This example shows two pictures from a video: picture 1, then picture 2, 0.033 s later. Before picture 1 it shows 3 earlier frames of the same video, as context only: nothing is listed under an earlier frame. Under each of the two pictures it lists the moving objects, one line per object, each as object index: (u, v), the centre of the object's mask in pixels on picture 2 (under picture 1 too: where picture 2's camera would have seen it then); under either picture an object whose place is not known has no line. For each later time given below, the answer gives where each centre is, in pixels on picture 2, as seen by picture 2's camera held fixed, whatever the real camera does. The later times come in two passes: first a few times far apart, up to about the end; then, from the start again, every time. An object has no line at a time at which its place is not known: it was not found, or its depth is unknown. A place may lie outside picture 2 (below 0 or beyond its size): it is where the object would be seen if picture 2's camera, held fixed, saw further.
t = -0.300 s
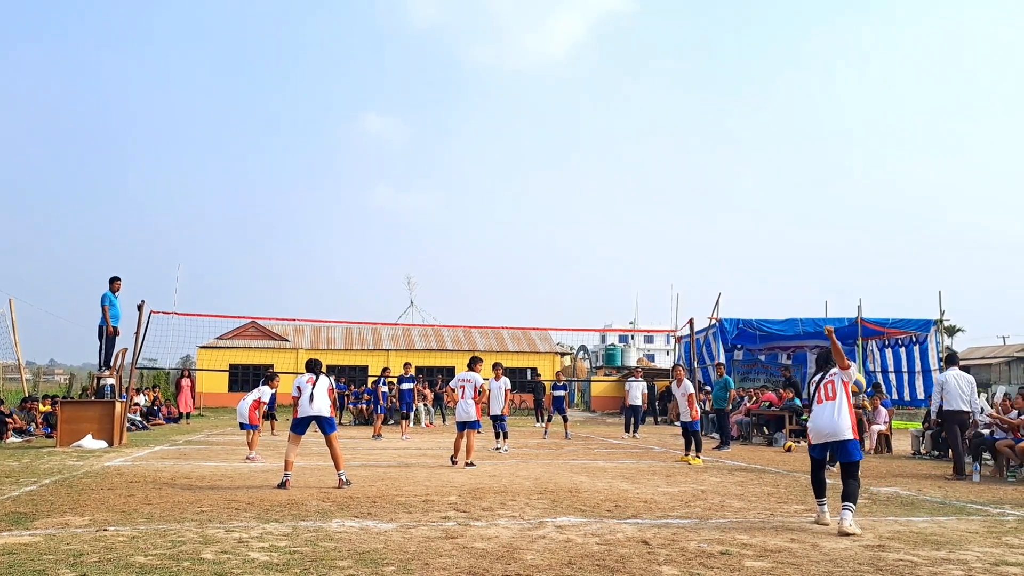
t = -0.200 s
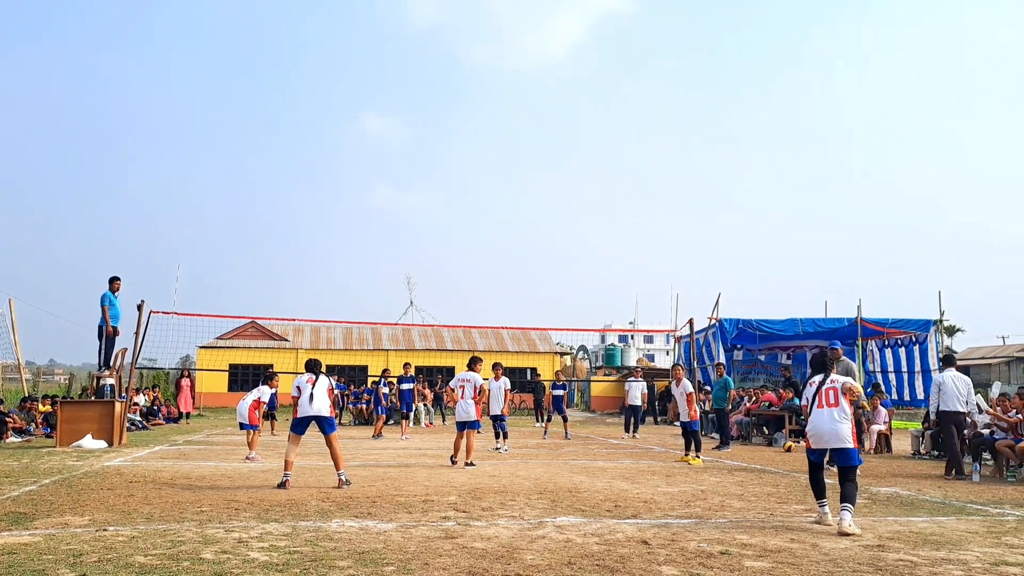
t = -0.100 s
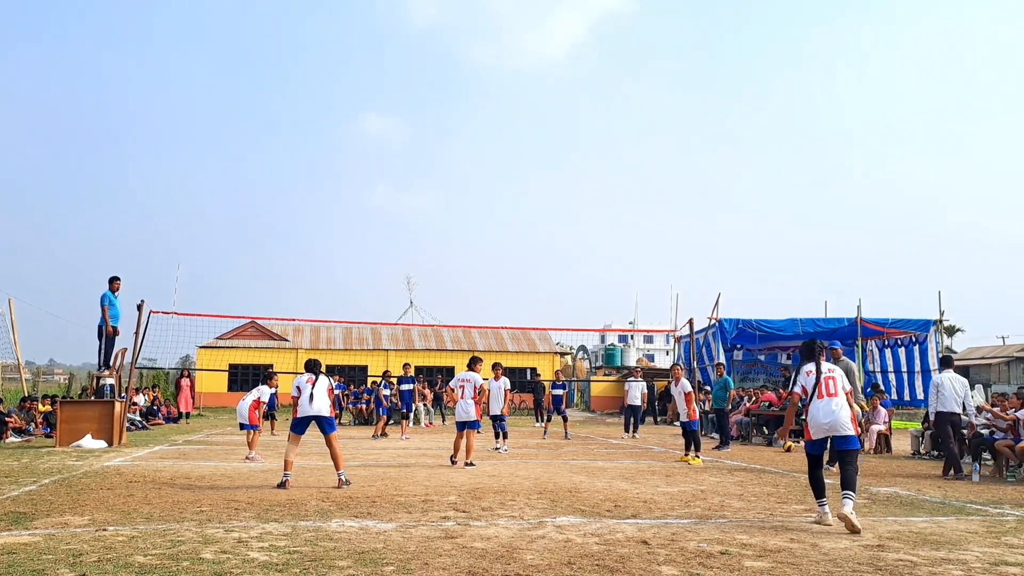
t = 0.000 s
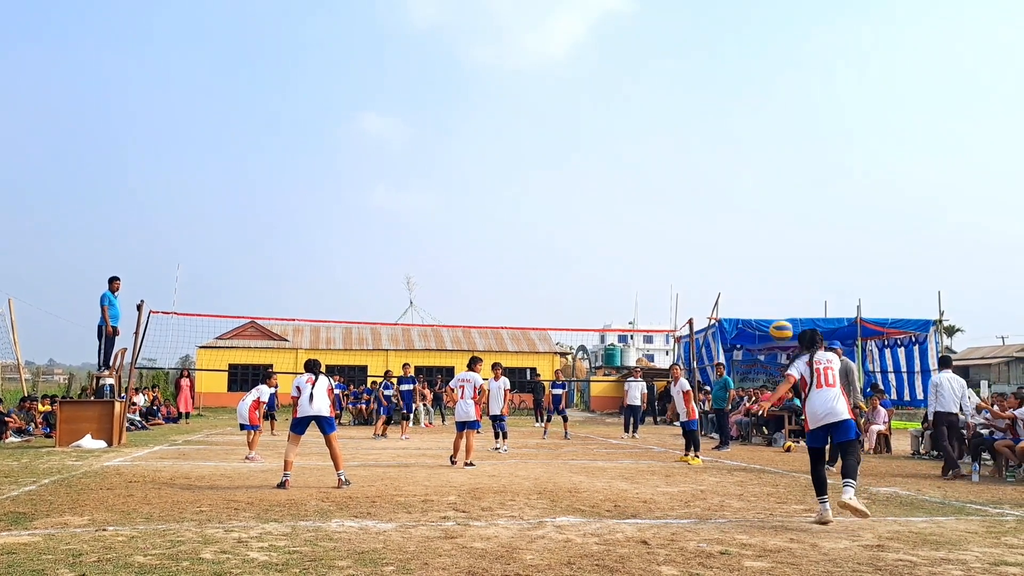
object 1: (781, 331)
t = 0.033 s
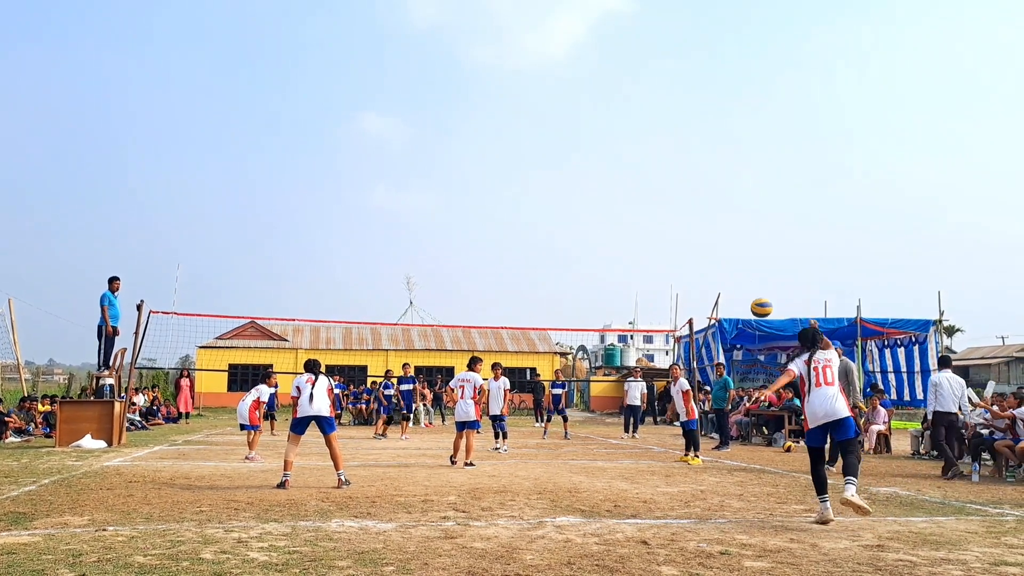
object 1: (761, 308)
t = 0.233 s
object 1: (677, 215)
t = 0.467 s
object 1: (616, 178)
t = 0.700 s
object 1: (572, 181)
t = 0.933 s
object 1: (546, 210)
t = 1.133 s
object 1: (531, 248)
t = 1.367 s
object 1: (519, 309)
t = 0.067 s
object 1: (744, 287)
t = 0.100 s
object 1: (728, 269)
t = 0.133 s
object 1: (713, 252)
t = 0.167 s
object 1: (700, 238)
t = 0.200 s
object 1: (688, 226)
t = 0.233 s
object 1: (677, 215)
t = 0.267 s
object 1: (666, 206)
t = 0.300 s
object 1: (657, 198)
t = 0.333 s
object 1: (648, 192)
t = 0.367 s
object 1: (640, 187)
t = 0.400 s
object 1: (631, 183)
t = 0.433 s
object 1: (623, 180)
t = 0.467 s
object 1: (616, 178)
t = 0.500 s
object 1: (609, 176)
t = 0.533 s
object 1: (602, 176)
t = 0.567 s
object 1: (595, 176)
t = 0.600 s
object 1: (589, 176)
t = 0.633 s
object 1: (583, 177)
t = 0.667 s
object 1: (577, 179)
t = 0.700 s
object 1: (572, 181)
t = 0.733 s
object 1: (567, 184)
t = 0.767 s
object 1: (563, 188)
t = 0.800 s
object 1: (558, 192)
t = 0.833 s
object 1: (555, 196)
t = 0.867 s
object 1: (552, 200)
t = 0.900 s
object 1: (549, 205)
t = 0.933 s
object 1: (546, 210)
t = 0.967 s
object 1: (543, 215)
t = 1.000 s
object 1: (541, 221)
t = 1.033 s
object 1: (538, 227)
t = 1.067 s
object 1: (536, 234)
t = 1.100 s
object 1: (534, 241)
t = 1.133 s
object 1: (531, 248)
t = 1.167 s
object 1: (529, 256)
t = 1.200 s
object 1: (527, 264)
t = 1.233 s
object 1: (526, 273)
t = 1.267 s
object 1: (524, 281)
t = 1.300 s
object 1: (522, 290)
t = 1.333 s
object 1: (520, 299)
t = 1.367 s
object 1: (519, 309)
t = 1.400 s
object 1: (518, 318)
